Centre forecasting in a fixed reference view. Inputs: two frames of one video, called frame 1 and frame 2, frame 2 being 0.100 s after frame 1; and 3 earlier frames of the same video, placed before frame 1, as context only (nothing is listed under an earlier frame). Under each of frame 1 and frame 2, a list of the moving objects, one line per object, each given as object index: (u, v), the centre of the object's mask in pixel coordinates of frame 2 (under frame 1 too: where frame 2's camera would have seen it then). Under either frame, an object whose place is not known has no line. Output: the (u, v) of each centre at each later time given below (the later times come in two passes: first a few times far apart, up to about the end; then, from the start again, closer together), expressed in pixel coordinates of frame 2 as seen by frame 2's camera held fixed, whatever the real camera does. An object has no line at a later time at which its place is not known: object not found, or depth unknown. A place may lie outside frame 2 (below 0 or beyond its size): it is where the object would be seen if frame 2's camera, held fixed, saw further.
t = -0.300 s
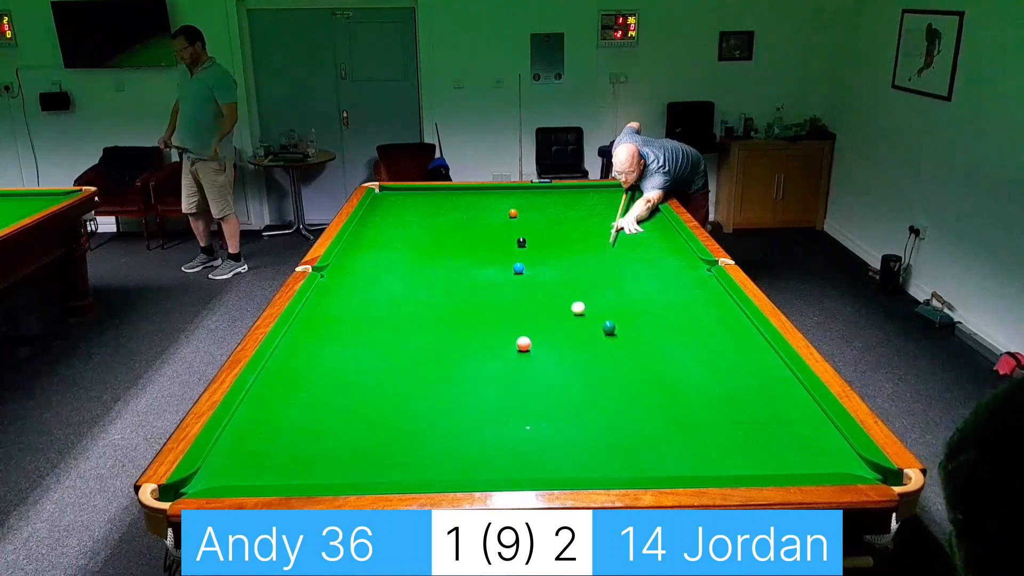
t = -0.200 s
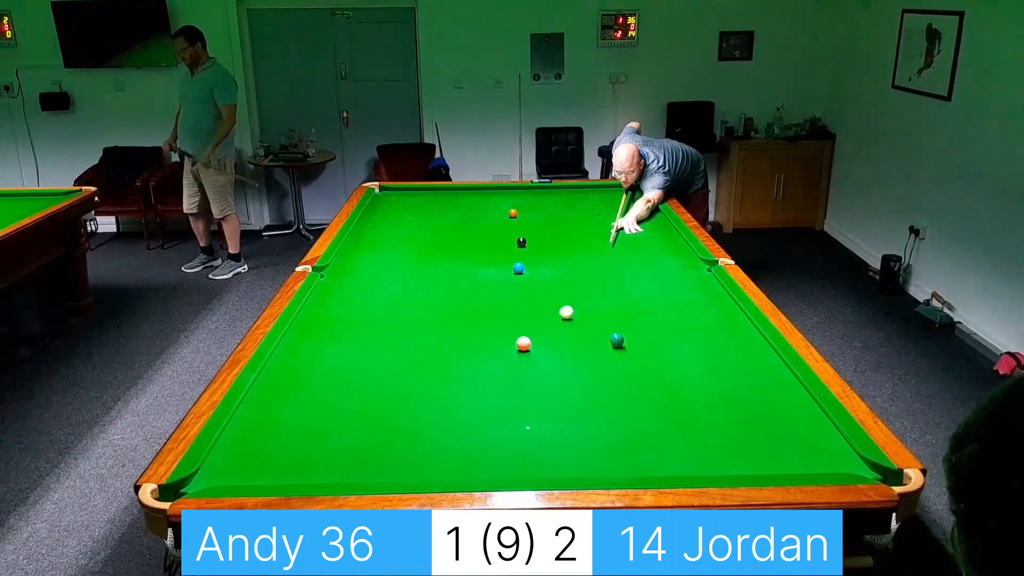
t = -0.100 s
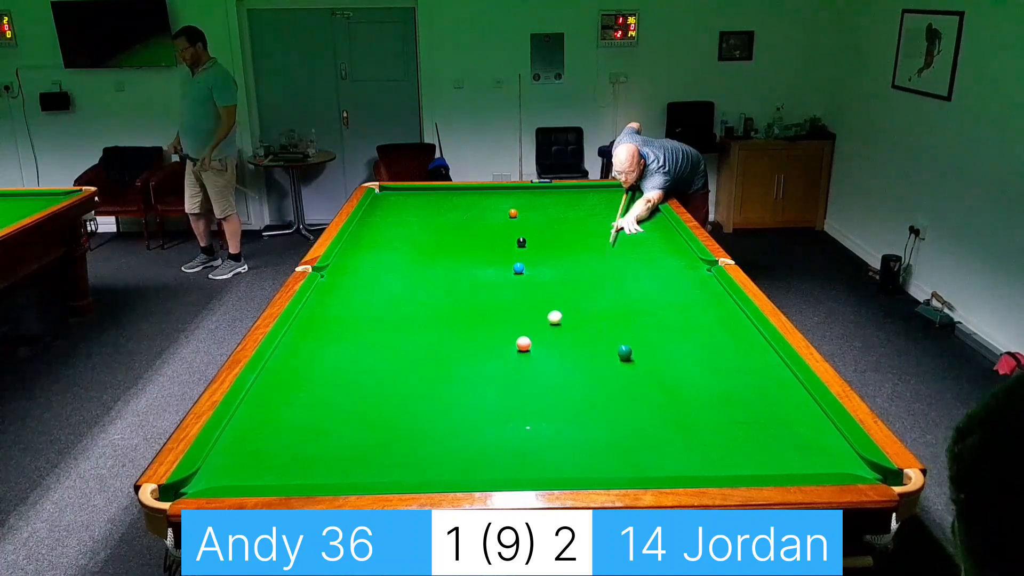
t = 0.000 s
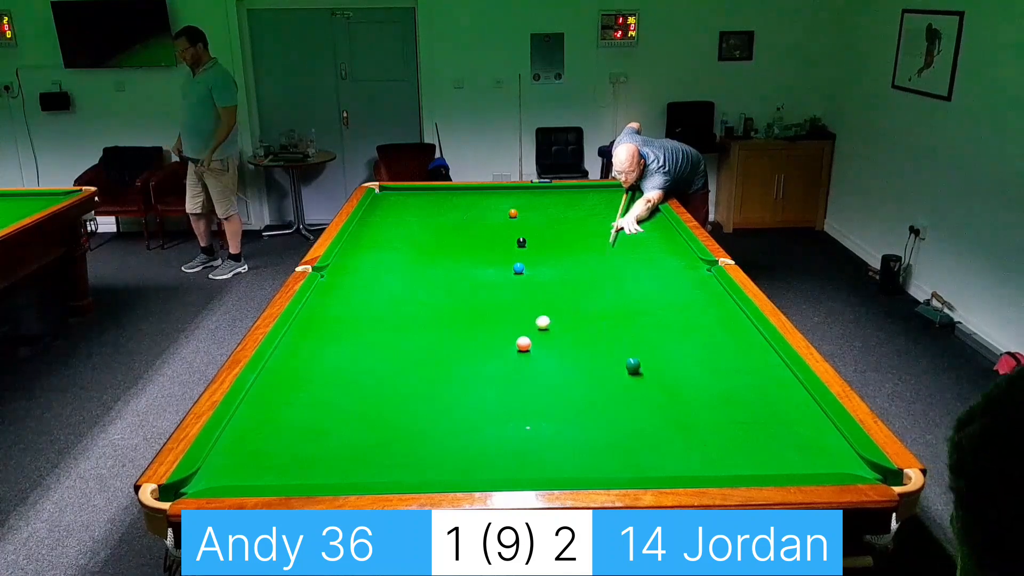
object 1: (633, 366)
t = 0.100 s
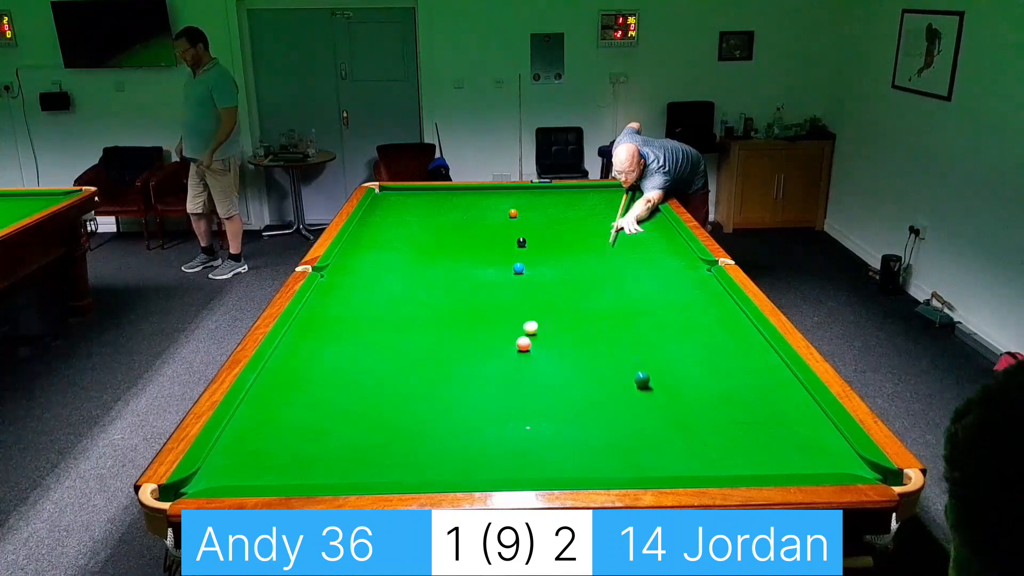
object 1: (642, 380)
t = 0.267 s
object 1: (659, 406)
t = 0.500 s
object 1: (685, 447)
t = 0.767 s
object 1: (696, 454)
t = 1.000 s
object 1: (688, 426)
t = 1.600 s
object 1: (674, 366)
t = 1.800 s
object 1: (668, 357)
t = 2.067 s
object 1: (663, 340)
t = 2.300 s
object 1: (659, 327)
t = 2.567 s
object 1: (656, 314)
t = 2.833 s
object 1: (652, 302)
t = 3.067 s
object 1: (649, 293)
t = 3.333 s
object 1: (646, 284)
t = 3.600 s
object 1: (644, 276)
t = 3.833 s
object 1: (642, 270)
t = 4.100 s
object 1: (640, 263)
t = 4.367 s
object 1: (637, 257)
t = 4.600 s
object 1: (636, 253)
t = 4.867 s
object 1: (634, 248)
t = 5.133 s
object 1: (633, 244)
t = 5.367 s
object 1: (632, 241)
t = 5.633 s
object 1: (630, 238)
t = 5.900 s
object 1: (629, 235)
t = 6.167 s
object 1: (628, 232)
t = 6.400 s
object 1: (628, 231)
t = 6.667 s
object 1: (627, 229)
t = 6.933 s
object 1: (627, 227)
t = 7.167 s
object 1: (626, 226)
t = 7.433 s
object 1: (626, 226)
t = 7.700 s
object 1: (626, 225)
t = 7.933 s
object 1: (625, 225)
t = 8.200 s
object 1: (626, 225)
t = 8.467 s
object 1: (625, 225)
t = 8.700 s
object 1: (625, 225)
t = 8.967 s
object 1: (626, 225)
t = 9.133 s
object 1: (625, 225)
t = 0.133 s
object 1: (645, 385)
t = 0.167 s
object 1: (649, 390)
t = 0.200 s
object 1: (652, 395)
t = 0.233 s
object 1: (656, 400)
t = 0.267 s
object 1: (659, 406)
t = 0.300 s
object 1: (663, 411)
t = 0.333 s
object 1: (666, 417)
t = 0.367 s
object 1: (670, 422)
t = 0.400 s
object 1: (674, 428)
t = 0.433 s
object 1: (678, 434)
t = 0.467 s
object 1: (681, 440)
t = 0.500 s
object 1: (685, 447)
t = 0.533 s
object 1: (689, 454)
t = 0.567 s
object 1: (693, 460)
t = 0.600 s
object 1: (698, 465)
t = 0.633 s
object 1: (702, 469)
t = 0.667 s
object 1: (700, 467)
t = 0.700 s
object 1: (699, 463)
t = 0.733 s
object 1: (698, 458)
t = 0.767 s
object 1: (696, 454)
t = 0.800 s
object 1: (695, 449)
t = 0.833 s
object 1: (694, 445)
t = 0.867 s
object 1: (693, 441)
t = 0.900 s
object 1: (692, 438)
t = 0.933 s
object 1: (691, 434)
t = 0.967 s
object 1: (689, 430)
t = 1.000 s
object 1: (688, 426)
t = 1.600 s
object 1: (674, 366)
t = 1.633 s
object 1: (672, 365)
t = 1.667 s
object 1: (671, 366)
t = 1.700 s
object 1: (671, 364)
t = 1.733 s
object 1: (670, 362)
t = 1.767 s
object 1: (669, 359)
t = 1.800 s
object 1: (668, 357)
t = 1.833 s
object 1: (668, 354)
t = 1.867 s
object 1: (667, 352)
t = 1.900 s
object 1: (667, 350)
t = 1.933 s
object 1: (666, 348)
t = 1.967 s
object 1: (665, 346)
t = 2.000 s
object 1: (665, 344)
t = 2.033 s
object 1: (664, 342)
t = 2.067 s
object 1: (663, 340)
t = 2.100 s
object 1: (663, 338)
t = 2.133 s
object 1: (662, 336)
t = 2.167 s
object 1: (662, 334)
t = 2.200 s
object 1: (661, 332)
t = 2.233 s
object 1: (661, 330)
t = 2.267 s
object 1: (660, 329)
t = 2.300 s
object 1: (659, 327)
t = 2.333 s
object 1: (659, 325)
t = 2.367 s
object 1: (658, 323)
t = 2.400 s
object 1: (658, 322)
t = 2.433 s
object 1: (657, 320)
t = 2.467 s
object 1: (657, 318)
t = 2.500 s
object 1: (657, 317)
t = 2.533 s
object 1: (656, 315)
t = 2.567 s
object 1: (656, 314)
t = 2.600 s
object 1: (655, 312)
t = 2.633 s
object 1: (655, 311)
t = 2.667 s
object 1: (654, 309)
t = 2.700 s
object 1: (654, 308)
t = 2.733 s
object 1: (653, 306)
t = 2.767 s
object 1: (653, 305)
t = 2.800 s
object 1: (653, 304)
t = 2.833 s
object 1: (652, 302)
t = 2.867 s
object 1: (652, 301)
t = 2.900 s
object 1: (651, 300)
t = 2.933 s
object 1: (651, 298)
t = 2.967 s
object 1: (650, 297)
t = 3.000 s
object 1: (650, 296)
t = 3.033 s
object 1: (650, 295)
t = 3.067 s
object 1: (649, 293)
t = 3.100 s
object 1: (649, 292)
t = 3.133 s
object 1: (649, 291)
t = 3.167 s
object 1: (648, 290)
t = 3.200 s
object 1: (648, 289)
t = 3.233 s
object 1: (647, 287)
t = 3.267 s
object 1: (647, 286)
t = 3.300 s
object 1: (647, 285)
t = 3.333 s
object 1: (646, 284)
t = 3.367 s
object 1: (646, 283)
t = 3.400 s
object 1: (646, 282)
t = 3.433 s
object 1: (646, 281)
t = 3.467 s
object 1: (645, 280)
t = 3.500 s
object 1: (645, 279)
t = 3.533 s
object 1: (645, 278)
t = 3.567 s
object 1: (644, 277)
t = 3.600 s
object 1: (644, 276)
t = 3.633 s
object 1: (644, 275)
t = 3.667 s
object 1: (643, 274)
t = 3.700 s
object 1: (643, 273)
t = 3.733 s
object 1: (643, 272)
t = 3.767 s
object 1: (642, 271)
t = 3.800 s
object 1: (642, 270)
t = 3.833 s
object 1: (642, 270)
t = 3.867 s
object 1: (641, 269)
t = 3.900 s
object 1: (641, 268)
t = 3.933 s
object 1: (641, 267)
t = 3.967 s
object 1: (641, 266)
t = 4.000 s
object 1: (640, 265)
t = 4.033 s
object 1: (640, 265)
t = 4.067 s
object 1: (640, 264)
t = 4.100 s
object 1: (640, 263)
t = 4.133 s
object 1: (639, 262)
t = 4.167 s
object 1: (639, 261)
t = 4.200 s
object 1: (638, 261)
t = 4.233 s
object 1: (638, 260)
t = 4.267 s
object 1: (638, 259)
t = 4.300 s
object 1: (638, 259)
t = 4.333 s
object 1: (638, 258)
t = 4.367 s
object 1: (637, 257)
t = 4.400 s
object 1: (637, 256)
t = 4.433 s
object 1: (637, 256)
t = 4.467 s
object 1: (637, 255)
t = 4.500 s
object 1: (636, 255)
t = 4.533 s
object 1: (636, 254)
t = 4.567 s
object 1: (636, 253)
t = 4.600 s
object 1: (636, 253)
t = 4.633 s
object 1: (635, 252)
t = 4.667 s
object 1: (635, 252)
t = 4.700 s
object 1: (635, 251)
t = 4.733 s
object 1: (635, 250)
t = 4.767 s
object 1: (635, 250)
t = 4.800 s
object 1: (635, 249)
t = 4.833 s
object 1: (634, 249)
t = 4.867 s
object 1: (634, 248)
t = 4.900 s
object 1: (634, 248)
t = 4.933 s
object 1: (634, 247)
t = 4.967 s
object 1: (633, 246)
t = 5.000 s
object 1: (633, 246)
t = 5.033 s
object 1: (633, 246)
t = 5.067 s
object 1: (633, 245)
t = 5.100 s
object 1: (633, 245)
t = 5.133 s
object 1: (633, 244)
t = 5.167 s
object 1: (632, 244)
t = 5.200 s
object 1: (632, 243)
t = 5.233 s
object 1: (632, 243)
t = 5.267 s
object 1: (632, 242)
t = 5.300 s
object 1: (632, 242)
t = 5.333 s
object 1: (632, 241)
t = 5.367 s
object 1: (632, 241)
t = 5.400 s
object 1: (631, 240)
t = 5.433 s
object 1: (631, 240)
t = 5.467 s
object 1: (631, 240)
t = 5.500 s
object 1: (631, 239)
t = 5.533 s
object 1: (631, 239)
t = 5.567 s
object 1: (630, 238)
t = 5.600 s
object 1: (630, 238)
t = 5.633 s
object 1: (630, 238)
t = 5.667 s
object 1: (630, 237)
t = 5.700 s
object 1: (630, 237)
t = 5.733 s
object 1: (630, 236)
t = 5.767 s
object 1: (630, 236)
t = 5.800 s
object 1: (629, 236)
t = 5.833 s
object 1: (629, 235)
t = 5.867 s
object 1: (629, 235)
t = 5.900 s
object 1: (629, 235)
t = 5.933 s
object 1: (629, 234)
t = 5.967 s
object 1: (629, 234)
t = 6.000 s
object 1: (629, 234)
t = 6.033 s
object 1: (629, 233)
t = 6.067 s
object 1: (629, 233)
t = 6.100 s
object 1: (629, 233)
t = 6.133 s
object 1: (628, 233)
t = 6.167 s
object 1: (628, 232)
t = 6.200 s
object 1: (628, 232)
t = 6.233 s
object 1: (628, 232)
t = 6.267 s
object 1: (628, 232)
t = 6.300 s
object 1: (628, 232)
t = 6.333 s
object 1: (628, 231)
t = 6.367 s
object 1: (628, 231)
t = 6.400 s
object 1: (628, 231)
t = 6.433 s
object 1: (628, 230)
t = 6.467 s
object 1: (628, 230)
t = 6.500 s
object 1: (628, 230)
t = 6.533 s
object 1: (627, 230)
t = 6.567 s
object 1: (627, 229)
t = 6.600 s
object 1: (627, 229)
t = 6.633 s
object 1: (627, 229)
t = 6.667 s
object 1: (627, 229)
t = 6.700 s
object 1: (627, 229)
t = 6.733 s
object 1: (627, 228)
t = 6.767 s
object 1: (627, 228)
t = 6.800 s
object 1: (627, 228)
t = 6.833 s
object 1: (627, 228)
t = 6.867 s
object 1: (627, 228)
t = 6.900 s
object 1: (627, 227)
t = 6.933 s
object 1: (627, 227)
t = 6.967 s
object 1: (626, 227)
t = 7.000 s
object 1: (626, 227)
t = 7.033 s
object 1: (626, 227)
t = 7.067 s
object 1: (626, 227)
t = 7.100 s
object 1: (626, 227)
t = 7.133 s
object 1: (626, 226)
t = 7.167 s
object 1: (626, 226)
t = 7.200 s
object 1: (626, 226)
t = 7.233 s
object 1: (626, 226)
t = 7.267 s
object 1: (626, 226)
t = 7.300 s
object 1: (626, 226)
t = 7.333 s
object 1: (626, 226)
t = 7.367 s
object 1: (626, 226)
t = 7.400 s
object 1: (626, 226)
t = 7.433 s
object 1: (626, 226)
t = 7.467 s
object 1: (626, 226)
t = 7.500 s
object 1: (626, 226)
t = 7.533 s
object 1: (626, 225)
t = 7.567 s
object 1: (626, 225)
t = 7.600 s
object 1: (626, 225)
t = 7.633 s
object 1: (626, 225)
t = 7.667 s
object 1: (626, 225)
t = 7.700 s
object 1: (626, 225)
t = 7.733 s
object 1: (625, 225)
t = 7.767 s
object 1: (625, 225)
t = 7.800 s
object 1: (625, 225)
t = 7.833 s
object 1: (626, 225)
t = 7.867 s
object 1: (626, 225)
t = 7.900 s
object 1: (625, 225)
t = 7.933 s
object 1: (625, 225)
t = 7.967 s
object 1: (625, 225)
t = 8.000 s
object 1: (626, 225)
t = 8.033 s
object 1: (626, 225)
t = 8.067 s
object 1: (626, 225)
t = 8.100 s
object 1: (626, 225)
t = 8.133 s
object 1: (626, 225)
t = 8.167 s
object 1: (626, 225)
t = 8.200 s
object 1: (626, 225)
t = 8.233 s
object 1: (626, 225)
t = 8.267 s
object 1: (626, 225)
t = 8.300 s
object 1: (626, 225)
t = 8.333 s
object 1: (626, 225)
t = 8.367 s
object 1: (626, 225)
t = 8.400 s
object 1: (626, 225)
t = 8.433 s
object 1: (625, 225)
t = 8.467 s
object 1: (625, 225)
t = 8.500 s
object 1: (625, 225)
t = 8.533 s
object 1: (625, 225)
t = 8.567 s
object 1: (625, 225)
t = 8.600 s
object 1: (625, 225)
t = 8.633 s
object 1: (626, 225)
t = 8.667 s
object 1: (625, 225)
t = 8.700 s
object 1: (625, 225)
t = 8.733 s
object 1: (625, 225)
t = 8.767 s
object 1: (626, 225)
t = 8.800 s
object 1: (626, 225)
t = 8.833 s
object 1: (626, 225)
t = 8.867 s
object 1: (626, 225)
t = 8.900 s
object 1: (626, 225)
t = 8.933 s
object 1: (626, 225)
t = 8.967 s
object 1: (626, 225)
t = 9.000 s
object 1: (626, 225)
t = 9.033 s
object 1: (626, 225)
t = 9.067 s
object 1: (626, 225)
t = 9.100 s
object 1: (625, 225)
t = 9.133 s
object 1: (625, 225)
